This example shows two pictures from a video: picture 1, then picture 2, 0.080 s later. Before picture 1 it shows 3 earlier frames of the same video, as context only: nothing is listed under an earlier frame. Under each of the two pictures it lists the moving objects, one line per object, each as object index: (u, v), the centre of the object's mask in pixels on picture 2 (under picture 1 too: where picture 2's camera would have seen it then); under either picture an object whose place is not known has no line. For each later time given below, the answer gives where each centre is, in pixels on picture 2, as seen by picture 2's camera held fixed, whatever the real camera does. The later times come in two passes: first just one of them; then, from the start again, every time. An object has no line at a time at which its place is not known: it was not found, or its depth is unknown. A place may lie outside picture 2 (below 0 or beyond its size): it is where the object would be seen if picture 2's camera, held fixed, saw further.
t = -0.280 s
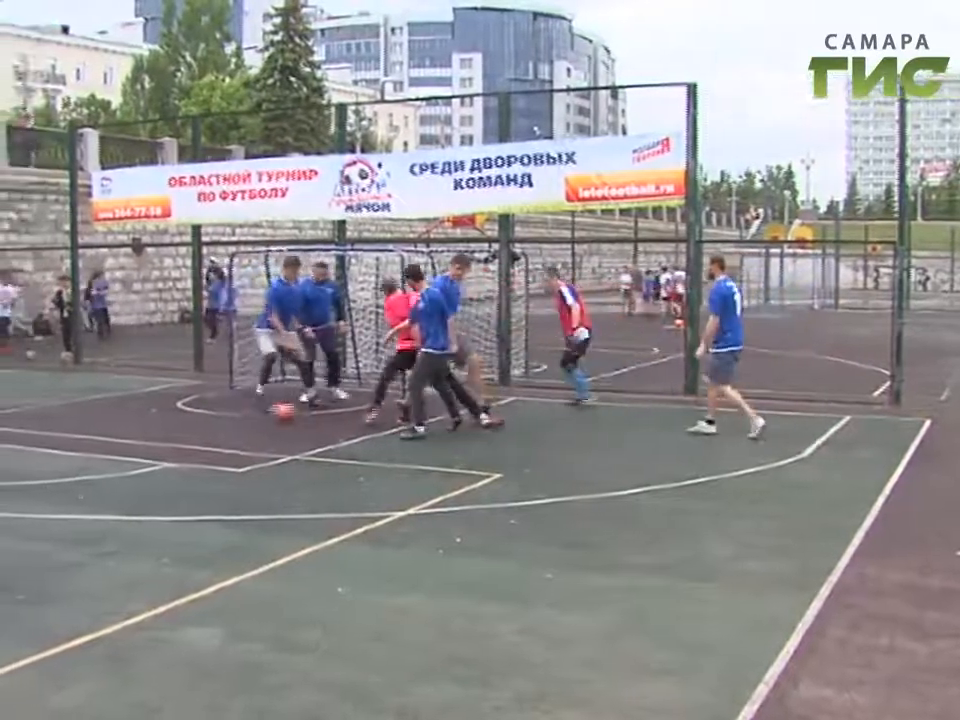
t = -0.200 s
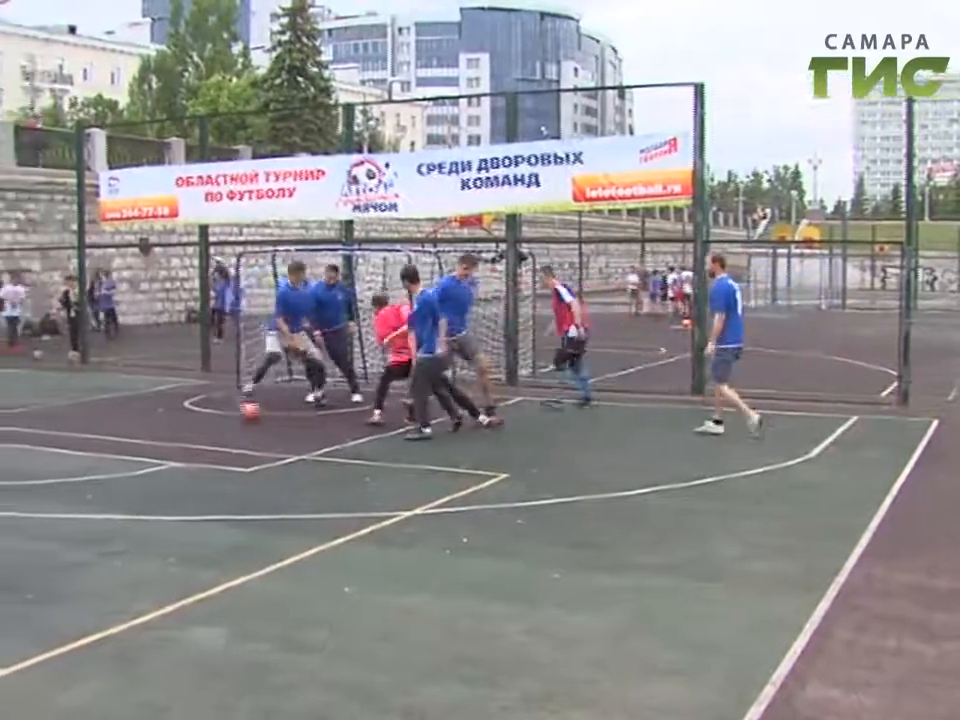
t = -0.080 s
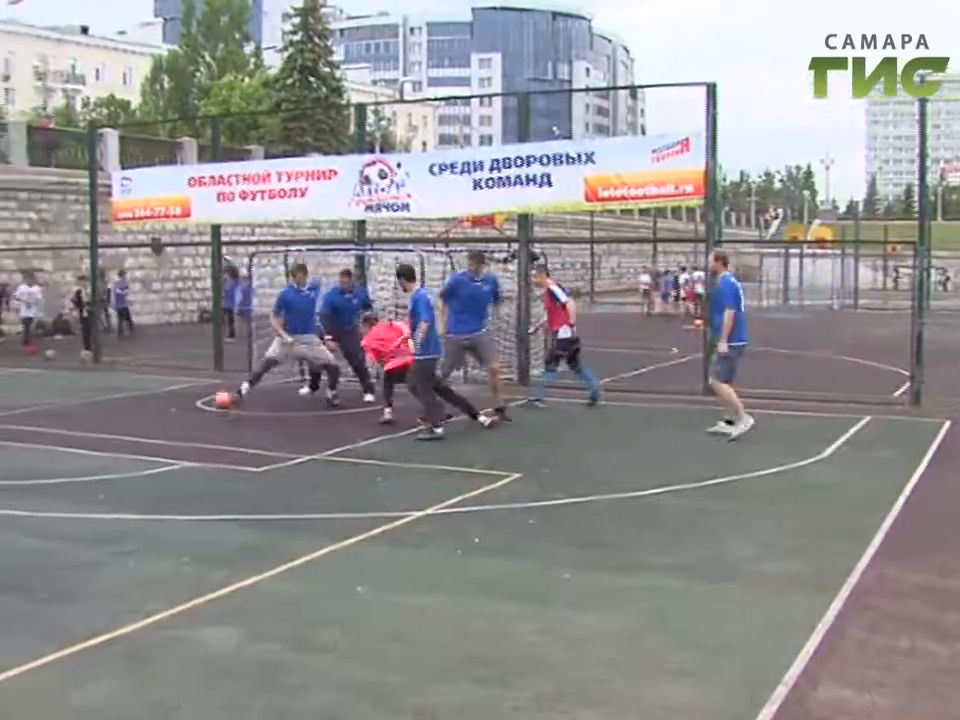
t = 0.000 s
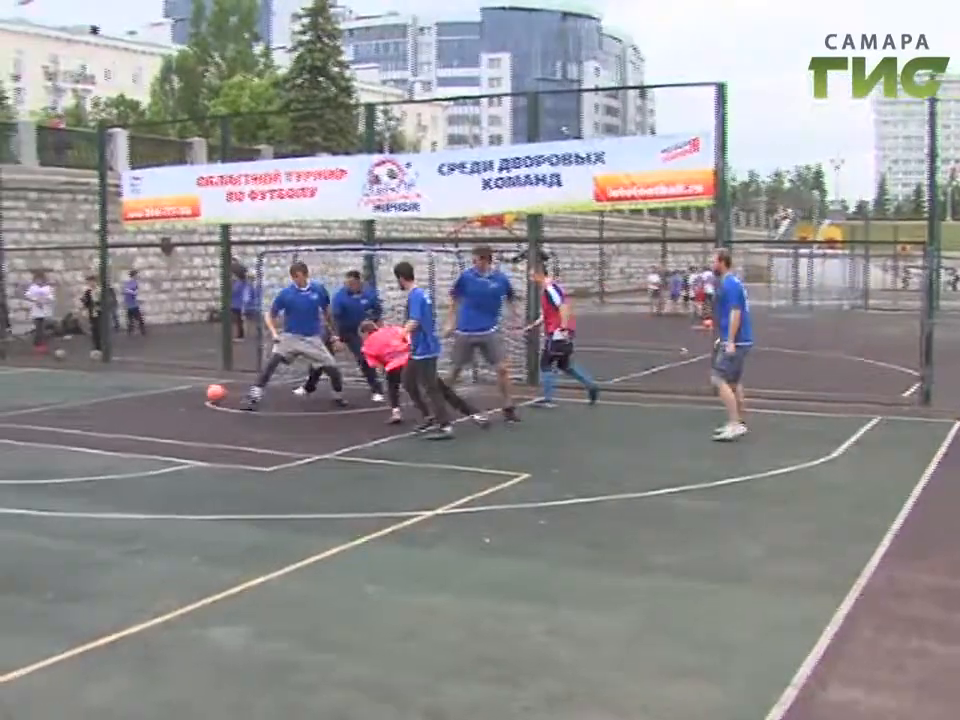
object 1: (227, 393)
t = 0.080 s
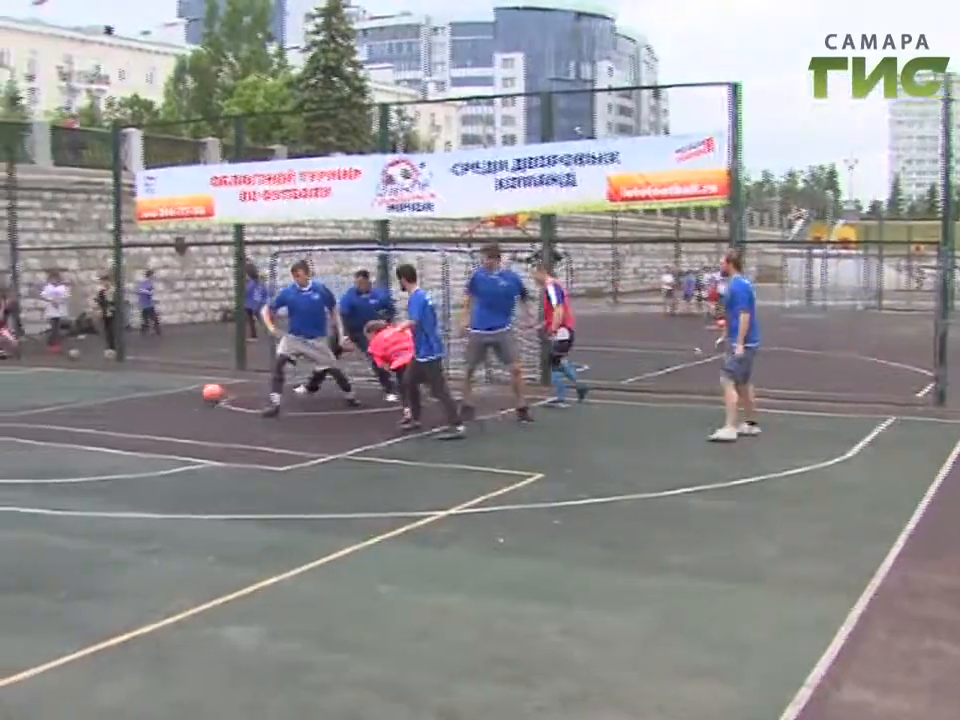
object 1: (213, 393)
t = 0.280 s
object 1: (171, 421)
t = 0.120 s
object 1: (206, 395)
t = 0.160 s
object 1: (197, 399)
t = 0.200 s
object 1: (188, 404)
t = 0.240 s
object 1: (179, 412)
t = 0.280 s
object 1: (171, 421)
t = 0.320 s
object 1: (160, 432)
